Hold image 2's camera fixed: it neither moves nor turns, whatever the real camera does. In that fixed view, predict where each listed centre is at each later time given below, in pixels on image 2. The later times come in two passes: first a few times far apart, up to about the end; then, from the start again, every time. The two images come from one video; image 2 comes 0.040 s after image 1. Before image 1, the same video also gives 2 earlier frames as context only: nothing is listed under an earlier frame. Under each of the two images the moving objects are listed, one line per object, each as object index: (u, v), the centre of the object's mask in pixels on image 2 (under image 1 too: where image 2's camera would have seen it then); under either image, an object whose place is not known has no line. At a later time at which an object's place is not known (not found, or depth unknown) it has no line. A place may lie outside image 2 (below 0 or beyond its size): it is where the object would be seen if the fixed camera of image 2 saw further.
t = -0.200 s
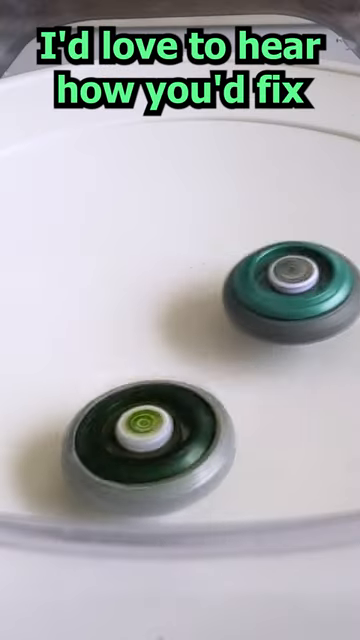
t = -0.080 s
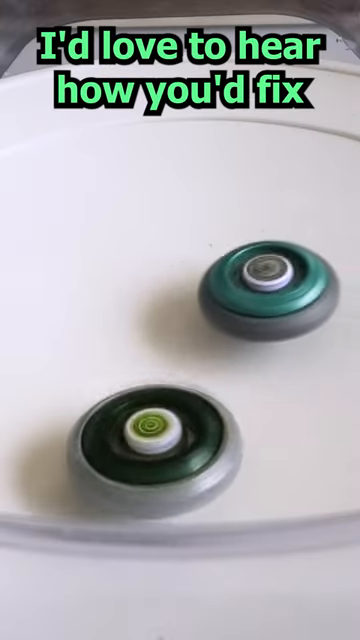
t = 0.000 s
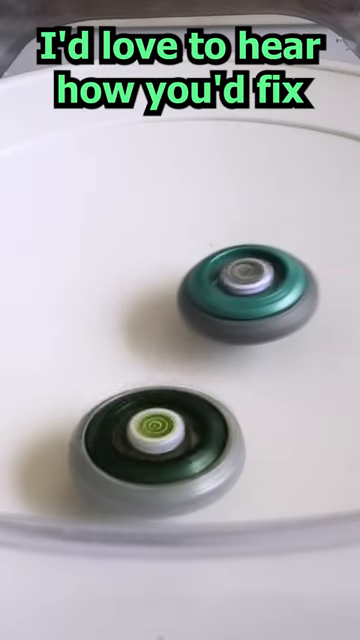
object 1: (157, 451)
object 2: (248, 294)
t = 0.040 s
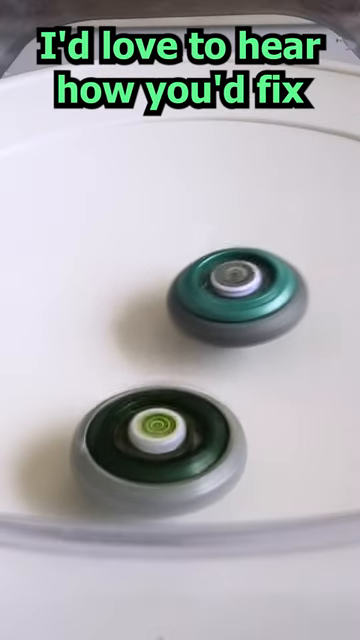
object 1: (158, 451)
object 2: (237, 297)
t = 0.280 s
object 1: (167, 442)
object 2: (175, 322)
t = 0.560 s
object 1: (184, 452)
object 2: (115, 300)
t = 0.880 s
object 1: (211, 428)
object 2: (82, 292)
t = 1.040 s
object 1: (222, 415)
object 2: (99, 299)
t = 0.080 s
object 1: (159, 451)
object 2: (227, 301)
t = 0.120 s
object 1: (161, 450)
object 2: (216, 305)
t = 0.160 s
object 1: (162, 448)
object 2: (205, 309)
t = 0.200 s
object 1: (164, 446)
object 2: (195, 313)
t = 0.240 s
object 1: (165, 444)
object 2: (185, 318)
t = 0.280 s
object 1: (167, 442)
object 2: (175, 322)
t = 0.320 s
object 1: (168, 442)
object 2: (166, 324)
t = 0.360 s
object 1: (168, 441)
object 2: (157, 325)
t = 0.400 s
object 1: (172, 449)
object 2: (148, 318)
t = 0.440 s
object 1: (174, 457)
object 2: (140, 309)
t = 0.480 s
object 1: (177, 457)
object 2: (131, 306)
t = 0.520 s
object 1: (180, 455)
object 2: (123, 303)
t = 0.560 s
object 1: (184, 452)
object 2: (115, 300)
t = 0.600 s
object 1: (187, 449)
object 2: (107, 298)
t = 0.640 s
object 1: (191, 446)
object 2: (100, 296)
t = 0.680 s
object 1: (194, 443)
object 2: (94, 293)
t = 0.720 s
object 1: (198, 441)
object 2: (89, 292)
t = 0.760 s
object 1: (201, 438)
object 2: (85, 292)
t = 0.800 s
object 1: (205, 435)
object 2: (84, 291)
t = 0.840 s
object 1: (208, 431)
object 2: (82, 291)
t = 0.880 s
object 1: (211, 428)
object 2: (82, 292)
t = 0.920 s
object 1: (213, 424)
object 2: (85, 293)
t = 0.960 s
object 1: (216, 421)
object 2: (88, 295)
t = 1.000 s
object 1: (219, 418)
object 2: (93, 297)
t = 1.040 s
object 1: (222, 415)
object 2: (99, 299)
